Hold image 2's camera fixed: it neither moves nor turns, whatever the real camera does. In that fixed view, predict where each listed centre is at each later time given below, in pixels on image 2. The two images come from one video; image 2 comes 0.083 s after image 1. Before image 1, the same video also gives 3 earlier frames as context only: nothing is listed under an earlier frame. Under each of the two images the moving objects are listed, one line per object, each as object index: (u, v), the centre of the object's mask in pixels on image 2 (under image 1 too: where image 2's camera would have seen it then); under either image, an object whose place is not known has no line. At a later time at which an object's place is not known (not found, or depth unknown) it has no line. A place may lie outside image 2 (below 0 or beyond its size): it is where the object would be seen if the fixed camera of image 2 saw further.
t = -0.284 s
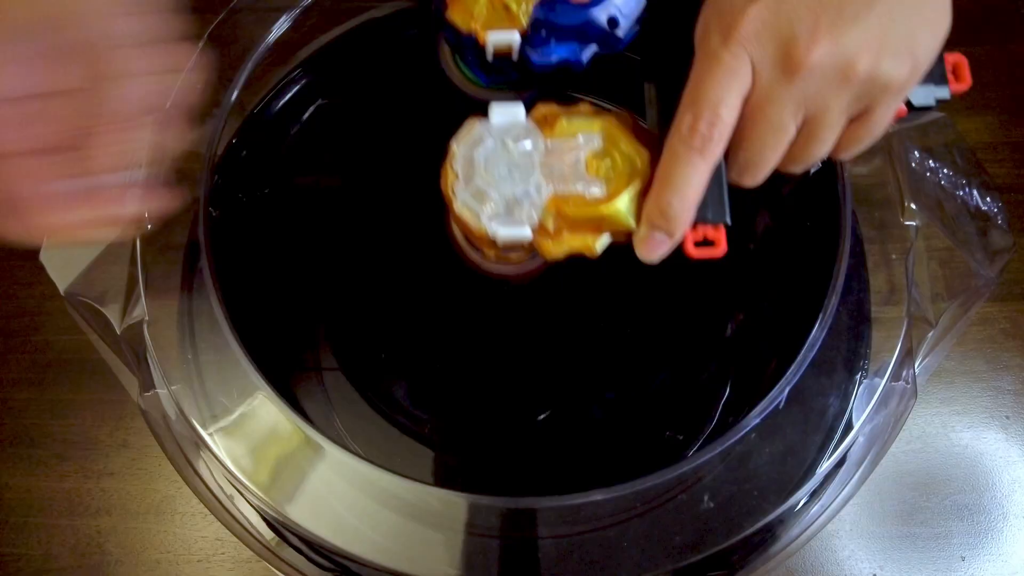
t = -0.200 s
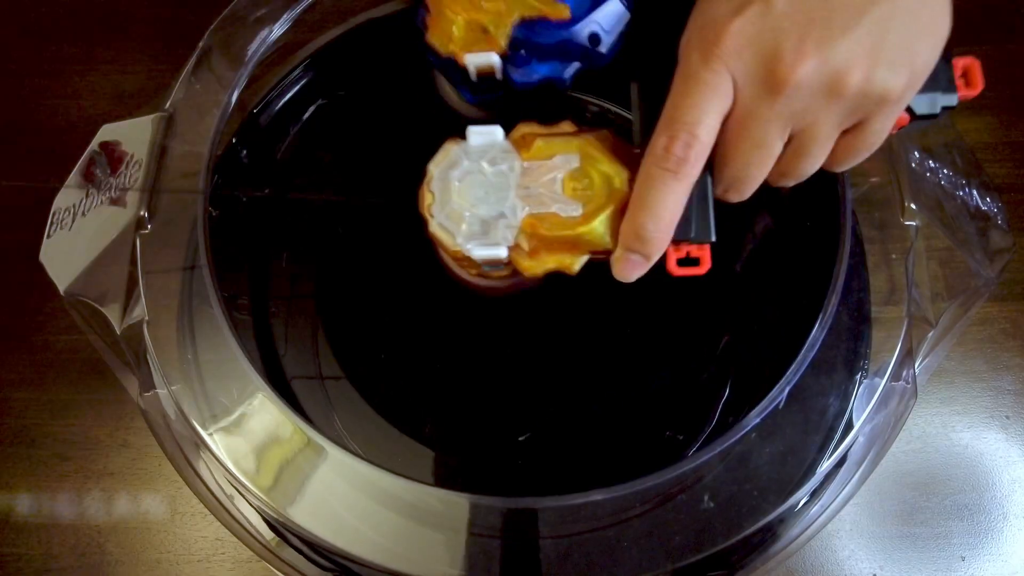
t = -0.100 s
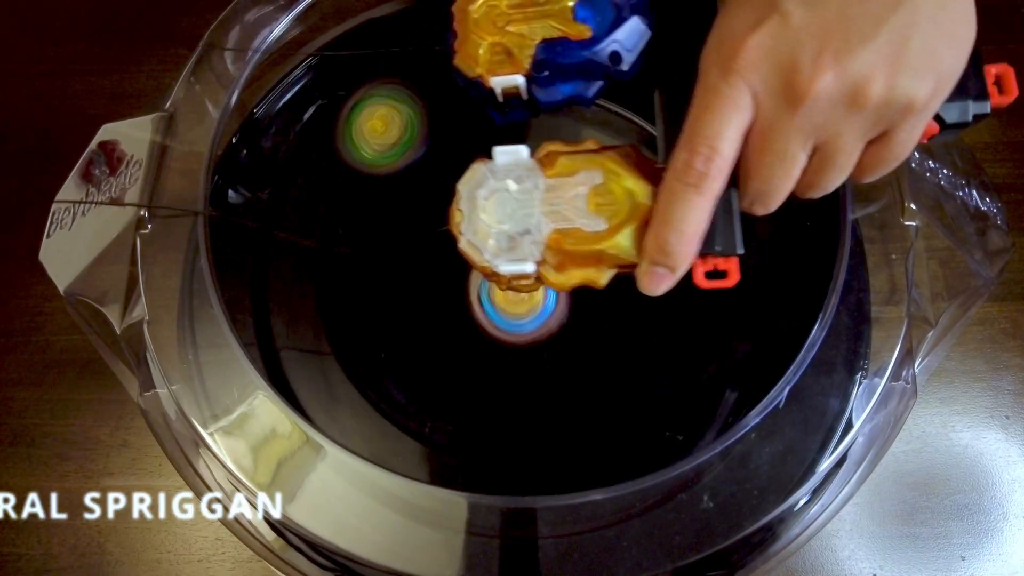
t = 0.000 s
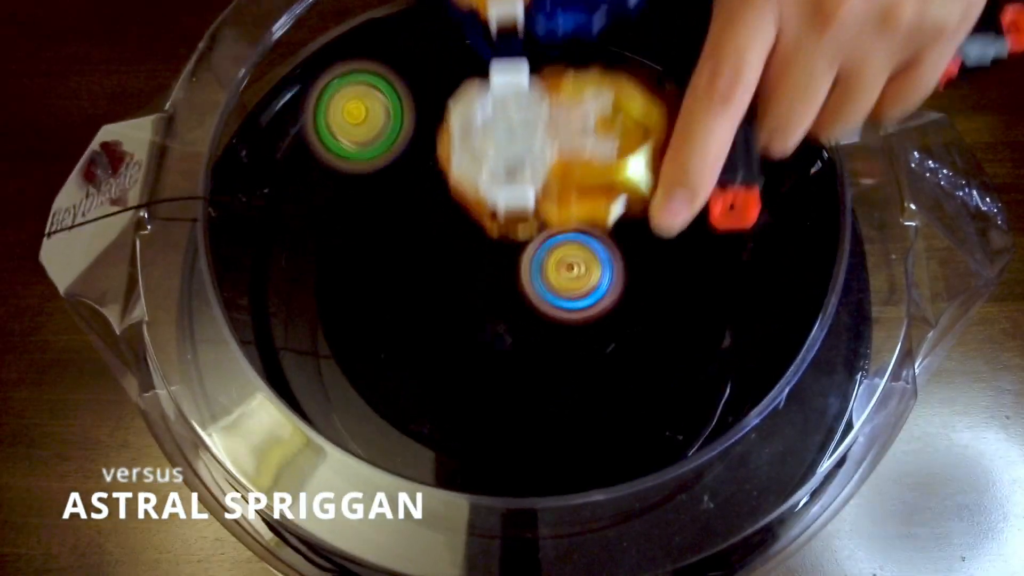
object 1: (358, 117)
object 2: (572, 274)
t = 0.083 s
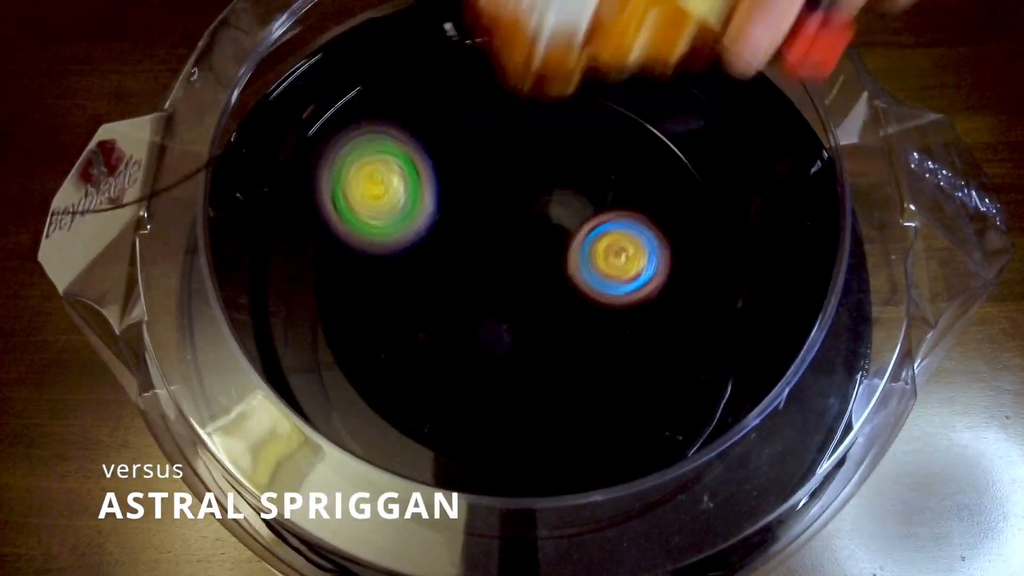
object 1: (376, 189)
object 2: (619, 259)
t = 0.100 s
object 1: (384, 211)
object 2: (630, 251)
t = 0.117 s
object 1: (393, 234)
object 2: (639, 240)
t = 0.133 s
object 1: (401, 259)
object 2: (649, 226)
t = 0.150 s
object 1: (409, 283)
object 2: (657, 213)
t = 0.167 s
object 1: (419, 298)
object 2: (661, 199)
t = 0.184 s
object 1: (429, 298)
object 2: (666, 181)
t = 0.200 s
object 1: (439, 298)
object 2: (667, 162)
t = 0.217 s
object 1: (450, 300)
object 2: (667, 144)
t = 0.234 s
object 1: (462, 304)
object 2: (666, 129)
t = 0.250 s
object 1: (475, 310)
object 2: (662, 115)
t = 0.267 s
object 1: (487, 316)
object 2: (653, 102)
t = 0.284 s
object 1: (500, 323)
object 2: (643, 90)
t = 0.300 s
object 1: (511, 322)
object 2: (633, 82)
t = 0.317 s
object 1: (522, 320)
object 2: (627, 74)
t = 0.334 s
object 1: (533, 317)
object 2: (623, 67)
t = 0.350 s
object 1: (544, 314)
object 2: (618, 63)
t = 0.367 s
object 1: (553, 309)
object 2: (613, 61)
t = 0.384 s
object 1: (561, 303)
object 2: (611, 60)
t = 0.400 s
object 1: (567, 297)
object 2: (611, 60)
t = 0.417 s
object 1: (572, 290)
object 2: (610, 63)
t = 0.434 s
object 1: (576, 283)
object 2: (609, 67)
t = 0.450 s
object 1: (578, 274)
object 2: (612, 71)
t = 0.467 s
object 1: (579, 267)
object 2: (614, 77)
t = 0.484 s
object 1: (579, 259)
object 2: (616, 85)
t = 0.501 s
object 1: (577, 252)
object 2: (615, 93)
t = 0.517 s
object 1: (575, 246)
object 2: (611, 101)
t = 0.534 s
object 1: (572, 240)
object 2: (605, 108)
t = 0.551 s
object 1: (569, 234)
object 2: (596, 115)
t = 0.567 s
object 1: (565, 231)
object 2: (585, 123)
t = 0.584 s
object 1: (561, 228)
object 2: (573, 129)
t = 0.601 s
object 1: (554, 233)
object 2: (559, 130)
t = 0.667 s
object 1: (524, 257)
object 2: (492, 151)
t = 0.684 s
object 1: (517, 262)
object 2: (476, 163)
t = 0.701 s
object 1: (509, 267)
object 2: (462, 177)
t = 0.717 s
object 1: (504, 278)
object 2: (447, 189)
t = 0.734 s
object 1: (501, 292)
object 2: (432, 199)
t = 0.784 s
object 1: (490, 334)
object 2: (401, 239)
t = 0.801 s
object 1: (487, 345)
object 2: (396, 257)
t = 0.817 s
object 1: (482, 356)
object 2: (396, 275)
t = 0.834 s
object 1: (481, 367)
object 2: (398, 292)
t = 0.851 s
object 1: (490, 384)
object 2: (397, 306)
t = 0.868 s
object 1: (500, 402)
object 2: (397, 318)
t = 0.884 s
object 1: (510, 419)
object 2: (399, 330)
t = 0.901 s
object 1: (519, 433)
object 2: (407, 343)
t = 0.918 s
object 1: (527, 442)
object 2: (417, 355)
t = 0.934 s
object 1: (535, 456)
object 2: (432, 367)
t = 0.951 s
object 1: (543, 467)
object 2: (447, 377)
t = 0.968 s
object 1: (551, 475)
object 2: (467, 385)
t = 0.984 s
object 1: (559, 486)
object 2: (488, 391)
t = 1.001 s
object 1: (573, 506)
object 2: (507, 391)
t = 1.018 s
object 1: (585, 520)
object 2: (529, 387)
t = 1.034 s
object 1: (596, 528)
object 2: (552, 382)
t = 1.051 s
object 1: (603, 525)
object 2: (575, 373)
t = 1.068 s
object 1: (609, 521)
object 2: (599, 361)
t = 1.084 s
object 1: (614, 517)
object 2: (620, 348)
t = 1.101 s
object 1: (618, 513)
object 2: (639, 332)
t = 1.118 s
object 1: (622, 508)
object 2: (653, 313)
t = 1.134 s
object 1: (624, 502)
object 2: (665, 295)
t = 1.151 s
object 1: (627, 496)
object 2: (673, 273)
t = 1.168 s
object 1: (629, 490)
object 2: (678, 253)
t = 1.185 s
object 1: (629, 485)
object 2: (679, 231)
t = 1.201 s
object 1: (630, 479)
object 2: (678, 211)
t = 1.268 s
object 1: (627, 454)
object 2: (640, 135)
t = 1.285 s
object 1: (624, 440)
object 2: (625, 119)
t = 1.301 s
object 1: (622, 437)
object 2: (608, 104)
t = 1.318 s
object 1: (620, 434)
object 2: (590, 91)
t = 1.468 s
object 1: (548, 361)
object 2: (404, 64)
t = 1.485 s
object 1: (535, 350)
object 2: (389, 66)
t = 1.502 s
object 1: (521, 338)
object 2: (375, 68)
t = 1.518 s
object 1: (508, 325)
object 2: (364, 71)
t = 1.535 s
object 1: (495, 312)
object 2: (353, 77)
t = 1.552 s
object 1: (483, 298)
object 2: (344, 85)
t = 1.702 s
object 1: (425, 188)
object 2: (292, 180)
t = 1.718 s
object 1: (424, 180)
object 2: (289, 192)
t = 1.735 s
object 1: (424, 173)
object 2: (288, 203)
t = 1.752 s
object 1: (425, 167)
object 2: (288, 215)
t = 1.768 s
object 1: (426, 162)
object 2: (288, 227)
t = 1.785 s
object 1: (428, 159)
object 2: (289, 239)
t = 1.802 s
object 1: (430, 156)
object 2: (292, 252)
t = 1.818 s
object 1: (433, 155)
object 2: (295, 264)
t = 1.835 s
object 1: (435, 155)
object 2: (299, 275)
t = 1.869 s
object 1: (441, 155)
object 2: (311, 299)
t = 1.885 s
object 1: (445, 156)
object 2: (318, 312)
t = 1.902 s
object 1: (449, 158)
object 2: (328, 327)
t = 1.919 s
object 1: (453, 161)
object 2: (341, 343)
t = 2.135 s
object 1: (526, 239)
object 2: (663, 386)
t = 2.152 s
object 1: (532, 248)
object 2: (684, 370)
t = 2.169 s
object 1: (537, 256)
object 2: (703, 351)
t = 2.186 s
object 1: (542, 263)
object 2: (718, 330)
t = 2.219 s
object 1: (551, 277)
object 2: (738, 282)
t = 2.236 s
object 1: (555, 283)
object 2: (743, 258)
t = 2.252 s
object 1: (557, 288)
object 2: (746, 235)
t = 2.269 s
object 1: (559, 293)
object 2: (747, 214)
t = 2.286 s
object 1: (560, 297)
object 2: (747, 196)
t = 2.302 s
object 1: (559, 301)
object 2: (747, 179)
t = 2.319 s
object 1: (557, 305)
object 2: (745, 163)
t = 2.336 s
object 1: (554, 309)
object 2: (743, 148)
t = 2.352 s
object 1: (550, 312)
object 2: (741, 133)
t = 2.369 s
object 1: (544, 315)
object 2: (737, 119)
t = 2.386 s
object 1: (538, 317)
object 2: (733, 107)
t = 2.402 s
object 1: (531, 319)
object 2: (726, 95)
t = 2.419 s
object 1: (523, 321)
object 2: (717, 85)
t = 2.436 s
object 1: (516, 321)
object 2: (705, 76)
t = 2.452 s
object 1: (508, 321)
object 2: (691, 66)
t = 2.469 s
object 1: (502, 321)
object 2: (673, 58)
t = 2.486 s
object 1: (496, 319)
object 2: (656, 51)
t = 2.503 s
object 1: (491, 317)
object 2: (638, 42)
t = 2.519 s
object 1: (486, 315)
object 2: (619, 37)
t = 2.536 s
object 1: (482, 312)
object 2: (598, 34)
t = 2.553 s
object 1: (479, 309)
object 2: (577, 32)
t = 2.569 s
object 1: (476, 305)
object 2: (556, 30)
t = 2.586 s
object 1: (475, 302)
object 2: (536, 30)
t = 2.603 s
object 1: (473, 298)
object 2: (518, 29)
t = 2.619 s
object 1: (473, 294)
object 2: (500, 30)
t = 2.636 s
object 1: (473, 290)
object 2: (485, 32)
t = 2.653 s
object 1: (473, 286)
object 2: (471, 33)
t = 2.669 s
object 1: (474, 282)
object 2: (457, 36)
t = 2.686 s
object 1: (476, 277)
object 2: (443, 39)
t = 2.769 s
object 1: (488, 258)
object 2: (379, 71)
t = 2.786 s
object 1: (490, 255)
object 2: (368, 79)
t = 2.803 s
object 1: (494, 252)
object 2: (357, 87)
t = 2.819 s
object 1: (497, 249)
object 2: (346, 96)
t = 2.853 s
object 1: (504, 244)
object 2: (325, 116)
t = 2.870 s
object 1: (506, 243)
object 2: (315, 127)
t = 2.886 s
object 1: (509, 241)
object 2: (305, 138)
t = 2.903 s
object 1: (512, 240)
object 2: (297, 151)
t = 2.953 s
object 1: (519, 240)
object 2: (275, 189)
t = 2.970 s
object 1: (520, 241)
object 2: (270, 203)
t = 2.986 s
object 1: (522, 241)
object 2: (264, 217)
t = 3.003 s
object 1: (523, 242)
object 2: (260, 232)
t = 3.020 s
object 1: (524, 243)
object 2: (259, 248)
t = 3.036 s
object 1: (525, 244)
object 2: (259, 265)
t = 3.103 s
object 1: (527, 249)
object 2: (270, 344)
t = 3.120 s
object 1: (528, 251)
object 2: (280, 362)
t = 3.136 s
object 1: (528, 252)
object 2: (292, 382)
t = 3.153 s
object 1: (529, 253)
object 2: (316, 393)
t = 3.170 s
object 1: (529, 254)
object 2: (331, 408)
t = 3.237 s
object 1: (530, 258)
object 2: (405, 456)
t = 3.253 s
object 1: (531, 259)
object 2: (425, 464)
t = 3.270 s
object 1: (531, 260)
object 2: (447, 512)
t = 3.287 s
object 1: (531, 261)
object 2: (466, 513)
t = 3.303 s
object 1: (531, 262)
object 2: (488, 516)
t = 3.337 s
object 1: (531, 263)
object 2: (529, 519)
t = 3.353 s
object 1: (532, 264)
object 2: (552, 518)
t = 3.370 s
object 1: (532, 265)
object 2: (575, 516)
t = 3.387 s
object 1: (532, 265)
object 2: (598, 512)
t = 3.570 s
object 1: (532, 270)
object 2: (781, 348)
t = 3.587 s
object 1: (532, 270)
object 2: (787, 327)
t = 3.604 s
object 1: (532, 271)
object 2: (791, 305)
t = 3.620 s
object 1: (532, 271)
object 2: (789, 283)
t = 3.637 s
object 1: (532, 271)
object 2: (791, 264)
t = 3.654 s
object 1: (532, 271)
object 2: (791, 244)
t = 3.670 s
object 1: (533, 271)
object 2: (790, 225)
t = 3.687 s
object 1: (532, 271)
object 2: (785, 206)
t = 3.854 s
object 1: (533, 269)
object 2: (661, 55)
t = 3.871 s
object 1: (533, 269)
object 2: (642, 48)
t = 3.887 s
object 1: (533, 269)
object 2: (623, 40)
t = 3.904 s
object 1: (533, 269)
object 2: (604, 36)
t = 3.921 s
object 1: (533, 268)
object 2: (585, 33)
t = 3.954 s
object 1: (533, 268)
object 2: (545, 29)
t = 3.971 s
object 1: (533, 268)
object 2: (527, 28)
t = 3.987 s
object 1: (533, 267)
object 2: (506, 29)
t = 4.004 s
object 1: (533, 267)
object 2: (486, 30)
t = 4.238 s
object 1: (534, 261)
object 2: (268, 197)
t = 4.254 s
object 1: (534, 261)
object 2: (262, 218)
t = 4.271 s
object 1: (534, 261)
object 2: (260, 238)
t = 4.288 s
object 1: (534, 260)
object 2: (260, 259)
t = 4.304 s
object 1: (534, 260)
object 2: (262, 281)
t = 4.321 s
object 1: (535, 260)
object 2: (260, 303)
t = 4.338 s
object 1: (535, 259)
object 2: (265, 324)
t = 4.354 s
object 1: (535, 259)
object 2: (272, 346)
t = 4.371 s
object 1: (535, 259)
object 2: (282, 363)
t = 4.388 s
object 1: (535, 259)
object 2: (304, 378)
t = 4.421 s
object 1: (536, 258)
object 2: (333, 410)
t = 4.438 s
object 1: (536, 258)
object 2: (351, 424)
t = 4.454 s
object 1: (536, 258)
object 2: (371, 437)
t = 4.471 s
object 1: (536, 257)
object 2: (391, 449)
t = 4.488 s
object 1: (536, 257)
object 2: (411, 458)
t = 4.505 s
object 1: (536, 257)
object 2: (432, 466)
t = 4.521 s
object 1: (536, 256)
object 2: (455, 507)
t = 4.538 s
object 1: (536, 256)
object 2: (476, 516)
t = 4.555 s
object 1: (536, 256)
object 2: (499, 518)
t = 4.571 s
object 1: (536, 255)
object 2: (521, 520)
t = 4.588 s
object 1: (536, 255)
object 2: (542, 519)
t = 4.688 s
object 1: (535, 252)
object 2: (671, 481)
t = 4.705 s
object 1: (536, 252)
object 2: (689, 470)
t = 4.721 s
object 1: (535, 252)
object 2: (706, 458)
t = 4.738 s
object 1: (535, 251)
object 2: (722, 443)
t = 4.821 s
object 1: (534, 249)
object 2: (779, 355)
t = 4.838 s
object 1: (534, 249)
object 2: (786, 336)
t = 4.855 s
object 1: (533, 248)
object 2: (790, 315)
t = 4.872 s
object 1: (533, 248)
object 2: (791, 295)
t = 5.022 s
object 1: (530, 245)
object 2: (751, 134)
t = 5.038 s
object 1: (530, 245)
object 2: (739, 119)
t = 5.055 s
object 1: (530, 244)
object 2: (727, 106)
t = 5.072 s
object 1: (529, 244)
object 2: (714, 93)
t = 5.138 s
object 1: (527, 243)
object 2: (651, 52)
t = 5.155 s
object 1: (527, 243)
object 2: (634, 44)
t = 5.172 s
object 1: (526, 243)
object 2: (616, 38)
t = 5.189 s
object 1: (526, 242)
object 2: (597, 34)
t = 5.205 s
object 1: (525, 242)
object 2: (580, 32)
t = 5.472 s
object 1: (518, 242)
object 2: (309, 124)
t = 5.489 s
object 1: (518, 241)
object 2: (298, 138)
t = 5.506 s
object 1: (517, 242)
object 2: (287, 156)
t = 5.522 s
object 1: (517, 242)
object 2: (278, 172)
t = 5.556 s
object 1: (516, 242)
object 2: (265, 208)
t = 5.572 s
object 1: (515, 242)
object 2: (261, 227)
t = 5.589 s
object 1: (515, 242)
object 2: (259, 246)
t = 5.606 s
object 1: (515, 242)
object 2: (260, 267)
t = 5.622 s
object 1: (514, 242)
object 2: (263, 286)
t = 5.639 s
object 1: (513, 243)
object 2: (260, 306)
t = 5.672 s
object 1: (513, 243)
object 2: (272, 347)
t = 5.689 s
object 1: (512, 243)
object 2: (281, 362)
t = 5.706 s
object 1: (512, 244)
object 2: (303, 376)
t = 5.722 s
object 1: (512, 244)
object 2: (316, 392)
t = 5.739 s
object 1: (511, 244)
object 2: (330, 406)
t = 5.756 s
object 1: (511, 244)
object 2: (345, 420)
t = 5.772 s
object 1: (511, 244)
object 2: (362, 432)
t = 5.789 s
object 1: (510, 244)
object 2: (378, 442)
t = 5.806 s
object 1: (509, 245)
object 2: (397, 452)
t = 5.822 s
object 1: (509, 245)
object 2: (416, 460)
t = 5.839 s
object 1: (509, 245)
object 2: (431, 499)
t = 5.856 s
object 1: (509, 246)
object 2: (451, 510)
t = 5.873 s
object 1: (508, 246)
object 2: (470, 515)
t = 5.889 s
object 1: (508, 246)
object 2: (491, 517)
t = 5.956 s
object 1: (507, 247)
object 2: (571, 517)
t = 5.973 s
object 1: (507, 247)
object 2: (593, 514)
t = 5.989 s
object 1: (507, 248)
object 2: (612, 508)
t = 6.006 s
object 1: (507, 248)
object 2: (632, 501)
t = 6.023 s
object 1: (507, 248)
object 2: (652, 493)
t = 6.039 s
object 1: (506, 248)
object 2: (668, 483)
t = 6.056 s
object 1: (507, 249)
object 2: (686, 472)
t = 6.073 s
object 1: (506, 249)
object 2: (704, 460)
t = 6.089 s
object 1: (506, 249)
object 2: (718, 446)
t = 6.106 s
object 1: (506, 250)
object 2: (733, 431)
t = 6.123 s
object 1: (506, 250)
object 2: (745, 415)
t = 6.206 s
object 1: (506, 252)
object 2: (786, 329)
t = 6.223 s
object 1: (506, 252)
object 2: (791, 311)
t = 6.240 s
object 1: (505, 253)
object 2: (790, 293)
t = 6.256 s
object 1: (505, 253)
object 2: (790, 276)
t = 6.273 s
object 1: (506, 254)
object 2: (790, 259)
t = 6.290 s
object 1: (506, 254)
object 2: (791, 244)
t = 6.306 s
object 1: (506, 254)
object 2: (789, 228)
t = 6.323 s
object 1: (506, 255)
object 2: (787, 213)
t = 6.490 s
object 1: (507, 259)
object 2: (694, 76)
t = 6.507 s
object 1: (507, 259)
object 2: (680, 67)
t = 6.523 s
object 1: (507, 260)
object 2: (665, 58)
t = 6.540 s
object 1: (507, 260)
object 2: (649, 51)
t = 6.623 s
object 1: (509, 262)
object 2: (569, 30)
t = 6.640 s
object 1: (509, 262)
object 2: (552, 29)
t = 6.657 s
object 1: (509, 263)
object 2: (535, 28)
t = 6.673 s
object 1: (510, 263)
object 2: (517, 29)
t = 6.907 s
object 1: (515, 267)
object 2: (304, 129)
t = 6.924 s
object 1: (515, 267)
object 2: (294, 144)
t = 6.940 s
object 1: (516, 267)
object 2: (284, 159)
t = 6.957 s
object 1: (516, 267)
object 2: (276, 176)
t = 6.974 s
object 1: (517, 267)
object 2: (269, 193)
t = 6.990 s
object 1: (517, 267)
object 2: (263, 210)
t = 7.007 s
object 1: (517, 268)
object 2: (260, 227)
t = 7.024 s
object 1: (518, 268)
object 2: (260, 246)
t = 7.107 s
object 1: (520, 268)
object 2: (268, 340)
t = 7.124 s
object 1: (521, 268)
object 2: (275, 356)
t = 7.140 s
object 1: (521, 268)
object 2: (285, 373)
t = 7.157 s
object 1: (522, 268)
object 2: (308, 383)
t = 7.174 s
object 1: (522, 268)
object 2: (310, 409)
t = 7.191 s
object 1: (523, 268)
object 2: (325, 419)
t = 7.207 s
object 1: (523, 268)
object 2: (339, 431)
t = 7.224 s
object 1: (523, 268)
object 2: (353, 453)
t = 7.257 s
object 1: (524, 268)
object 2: (388, 480)
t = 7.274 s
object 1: (525, 268)
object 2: (407, 489)
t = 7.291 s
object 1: (525, 268)
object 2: (425, 498)
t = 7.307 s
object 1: (526, 268)
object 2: (445, 507)
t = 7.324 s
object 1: (526, 268)
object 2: (465, 514)
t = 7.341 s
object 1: (526, 268)
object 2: (484, 516)
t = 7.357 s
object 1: (527, 268)
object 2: (503, 519)
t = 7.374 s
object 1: (527, 267)
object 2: (522, 519)
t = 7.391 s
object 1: (528, 267)
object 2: (540, 519)
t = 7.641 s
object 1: (532, 263)
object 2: (769, 375)
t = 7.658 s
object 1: (532, 263)
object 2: (776, 359)
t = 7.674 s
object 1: (533, 263)
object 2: (782, 344)
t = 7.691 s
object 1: (533, 262)
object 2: (787, 329)
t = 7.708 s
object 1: (533, 262)
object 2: (789, 313)
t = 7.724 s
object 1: (533, 261)
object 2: (788, 297)
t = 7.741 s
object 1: (533, 261)
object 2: (787, 282)
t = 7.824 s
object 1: (534, 259)
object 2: (784, 215)
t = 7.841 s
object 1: (534, 259)
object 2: (780, 202)
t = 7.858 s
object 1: (534, 259)
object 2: (776, 189)
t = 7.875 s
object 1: (534, 258)
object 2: (771, 177)
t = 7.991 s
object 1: (535, 255)
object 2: (720, 102)
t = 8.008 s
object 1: (535, 255)
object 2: (711, 94)
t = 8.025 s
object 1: (534, 255)
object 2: (702, 85)
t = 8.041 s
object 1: (534, 254)
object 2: (692, 78)
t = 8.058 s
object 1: (534, 254)
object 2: (682, 70)
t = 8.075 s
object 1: (534, 253)
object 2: (672, 63)
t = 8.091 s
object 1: (534, 253)
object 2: (661, 56)
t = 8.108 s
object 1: (533, 253)
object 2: (648, 50)
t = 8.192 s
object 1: (532, 251)
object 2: (578, 31)
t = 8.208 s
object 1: (532, 251)
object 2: (562, 30)
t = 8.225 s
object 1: (532, 250)
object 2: (547, 29)
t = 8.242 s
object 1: (531, 250)
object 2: (530, 29)
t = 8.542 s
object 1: (524, 245)
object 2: (286, 157)
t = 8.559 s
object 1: (524, 245)
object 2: (279, 172)
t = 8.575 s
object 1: (524, 245)
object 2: (272, 186)
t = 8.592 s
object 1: (523, 245)
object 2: (266, 202)
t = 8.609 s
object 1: (523, 244)
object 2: (262, 218)
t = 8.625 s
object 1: (523, 244)
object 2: (260, 235)
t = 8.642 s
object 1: (522, 244)
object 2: (259, 251)
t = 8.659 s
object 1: (522, 244)
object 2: (260, 268)
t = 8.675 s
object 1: (522, 244)
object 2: (262, 285)
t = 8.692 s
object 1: (521, 244)
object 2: (259, 304)
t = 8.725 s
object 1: (520, 244)
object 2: (267, 338)
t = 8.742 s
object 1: (520, 244)
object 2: (273, 353)
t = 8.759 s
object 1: (519, 244)
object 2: (283, 367)
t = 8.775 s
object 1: (519, 244)
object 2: (292, 384)
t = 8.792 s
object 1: (519, 244)
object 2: (314, 390)
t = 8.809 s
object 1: (518, 244)
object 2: (326, 403)
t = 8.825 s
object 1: (518, 244)
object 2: (332, 421)
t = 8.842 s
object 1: (518, 244)
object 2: (351, 425)
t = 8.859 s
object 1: (517, 244)
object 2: (366, 435)
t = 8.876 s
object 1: (516, 244)
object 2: (382, 444)
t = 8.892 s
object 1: (516, 244)
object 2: (389, 479)
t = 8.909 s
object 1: (516, 244)
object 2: (405, 489)
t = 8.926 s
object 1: (515, 245)
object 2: (423, 497)
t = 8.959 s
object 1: (514, 245)
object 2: (459, 512)
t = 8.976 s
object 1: (514, 245)
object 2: (479, 516)
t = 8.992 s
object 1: (513, 245)
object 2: (497, 518)
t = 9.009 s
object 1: (513, 245)
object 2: (516, 520)
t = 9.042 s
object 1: (513, 246)
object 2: (554, 519)
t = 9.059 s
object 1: (512, 246)
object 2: (572, 517)
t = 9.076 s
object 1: (512, 246)
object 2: (592, 514)
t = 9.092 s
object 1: (511, 246)
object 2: (609, 509)
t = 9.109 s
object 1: (511, 246)
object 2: (627, 503)
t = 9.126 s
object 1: (511, 247)
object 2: (644, 497)
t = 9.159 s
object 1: (510, 247)
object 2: (675, 480)
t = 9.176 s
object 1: (510, 247)
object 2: (689, 469)
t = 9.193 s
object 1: (510, 248)
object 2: (703, 459)
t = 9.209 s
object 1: (510, 248)
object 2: (716, 448)
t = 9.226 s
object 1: (510, 248)
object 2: (727, 436)
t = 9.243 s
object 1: (509, 249)
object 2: (738, 424)
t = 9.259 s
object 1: (509, 249)
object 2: (747, 411)
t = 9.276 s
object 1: (509, 249)
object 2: (755, 399)
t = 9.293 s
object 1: (509, 250)
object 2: (762, 385)
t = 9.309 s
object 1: (509, 250)
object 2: (769, 373)
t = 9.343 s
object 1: (508, 250)
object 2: (778, 346)
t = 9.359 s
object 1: (508, 250)
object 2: (781, 332)
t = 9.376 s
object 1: (508, 251)
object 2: (777, 316)
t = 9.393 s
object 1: (508, 251)
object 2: (781, 303)
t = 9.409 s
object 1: (508, 252)
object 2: (783, 291)
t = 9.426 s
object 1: (508, 252)
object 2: (784, 278)
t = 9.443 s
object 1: (508, 252)
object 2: (784, 265)
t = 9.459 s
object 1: (507, 253)
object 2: (784, 253)
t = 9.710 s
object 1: (508, 258)
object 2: (684, 91)
